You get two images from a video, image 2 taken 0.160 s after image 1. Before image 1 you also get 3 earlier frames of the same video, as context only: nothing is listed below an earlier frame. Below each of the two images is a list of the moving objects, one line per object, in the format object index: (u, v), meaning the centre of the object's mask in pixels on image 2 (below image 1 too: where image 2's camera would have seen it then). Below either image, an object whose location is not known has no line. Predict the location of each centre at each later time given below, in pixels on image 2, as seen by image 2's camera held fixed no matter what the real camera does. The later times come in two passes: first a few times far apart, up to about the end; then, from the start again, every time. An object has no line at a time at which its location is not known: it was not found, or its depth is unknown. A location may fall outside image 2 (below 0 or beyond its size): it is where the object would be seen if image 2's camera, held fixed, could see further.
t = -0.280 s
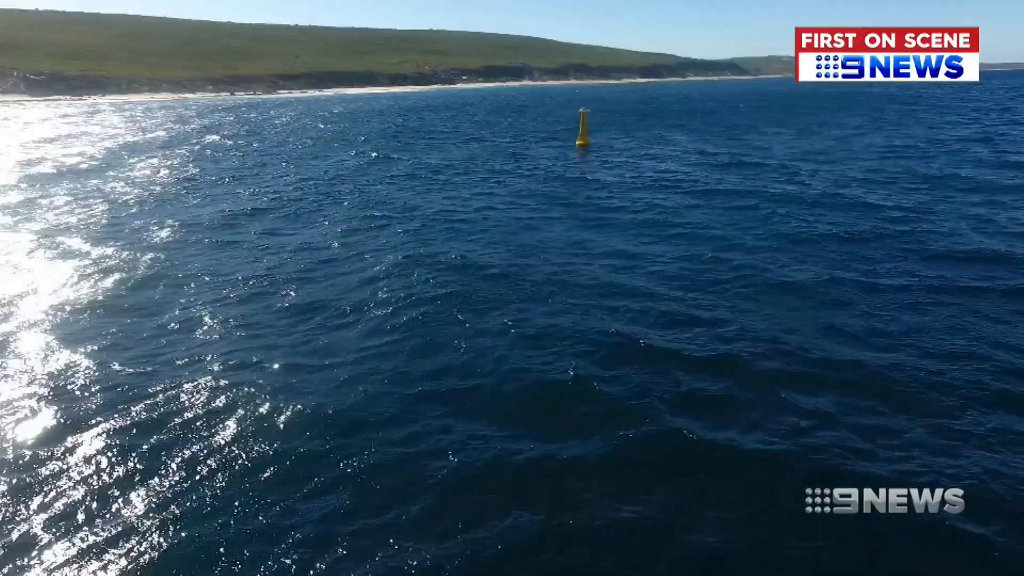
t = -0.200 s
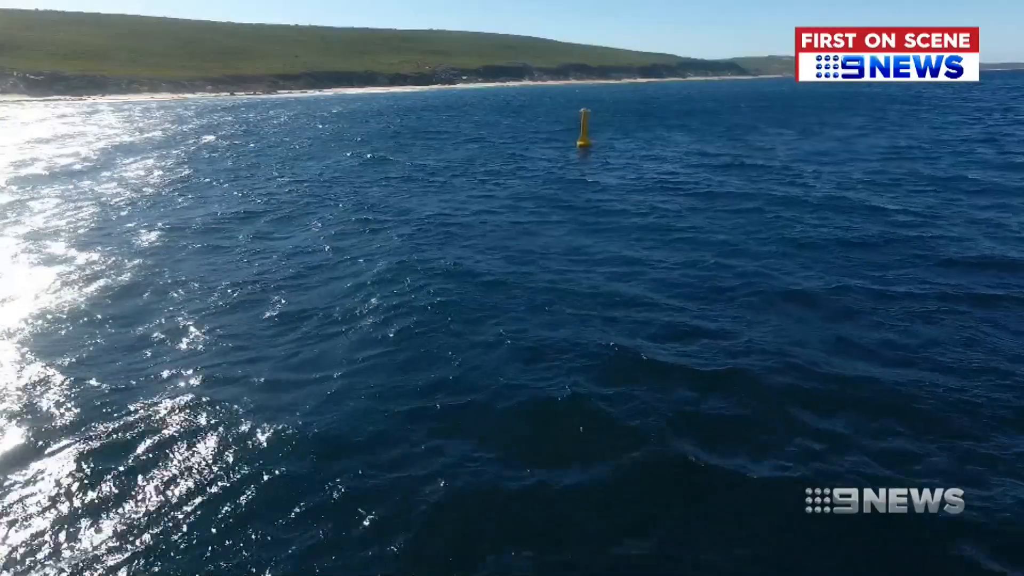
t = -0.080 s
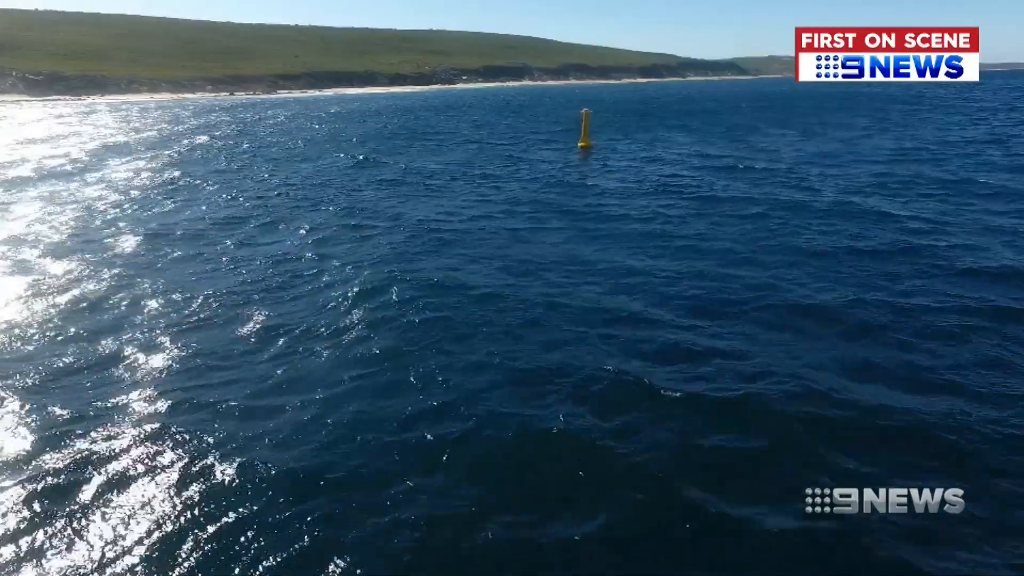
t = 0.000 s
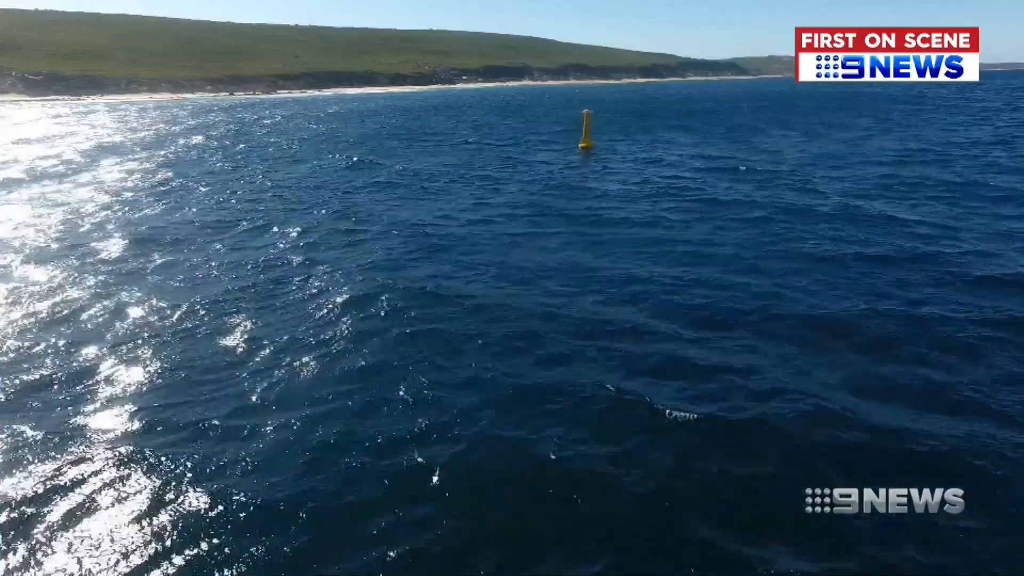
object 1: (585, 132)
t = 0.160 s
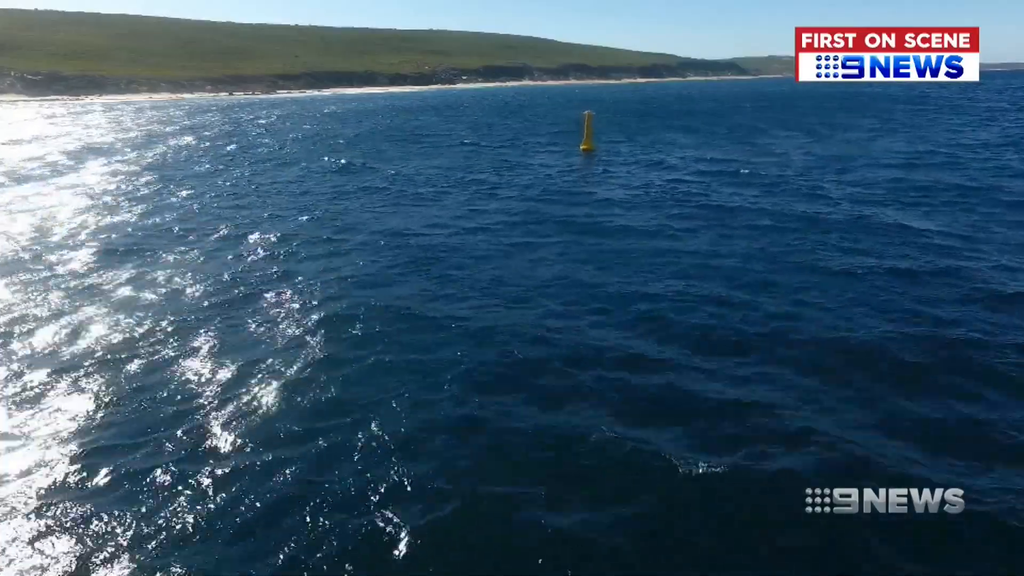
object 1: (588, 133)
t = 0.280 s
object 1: (590, 134)
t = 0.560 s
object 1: (593, 135)
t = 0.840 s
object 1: (598, 135)
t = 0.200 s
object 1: (589, 133)
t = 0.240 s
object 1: (589, 133)
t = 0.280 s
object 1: (590, 134)
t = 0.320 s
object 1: (590, 133)
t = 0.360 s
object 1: (591, 134)
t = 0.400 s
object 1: (591, 134)
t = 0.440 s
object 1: (592, 134)
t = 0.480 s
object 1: (592, 135)
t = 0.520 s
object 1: (593, 135)
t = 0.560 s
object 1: (593, 135)
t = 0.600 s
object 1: (594, 135)
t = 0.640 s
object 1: (595, 135)
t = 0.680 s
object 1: (595, 135)
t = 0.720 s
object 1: (596, 135)
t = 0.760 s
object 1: (596, 135)
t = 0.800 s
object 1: (597, 135)
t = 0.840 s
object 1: (598, 135)
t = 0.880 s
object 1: (598, 135)
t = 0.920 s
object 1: (599, 134)
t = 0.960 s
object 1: (599, 134)
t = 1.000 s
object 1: (600, 134)
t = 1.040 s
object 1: (600, 134)
